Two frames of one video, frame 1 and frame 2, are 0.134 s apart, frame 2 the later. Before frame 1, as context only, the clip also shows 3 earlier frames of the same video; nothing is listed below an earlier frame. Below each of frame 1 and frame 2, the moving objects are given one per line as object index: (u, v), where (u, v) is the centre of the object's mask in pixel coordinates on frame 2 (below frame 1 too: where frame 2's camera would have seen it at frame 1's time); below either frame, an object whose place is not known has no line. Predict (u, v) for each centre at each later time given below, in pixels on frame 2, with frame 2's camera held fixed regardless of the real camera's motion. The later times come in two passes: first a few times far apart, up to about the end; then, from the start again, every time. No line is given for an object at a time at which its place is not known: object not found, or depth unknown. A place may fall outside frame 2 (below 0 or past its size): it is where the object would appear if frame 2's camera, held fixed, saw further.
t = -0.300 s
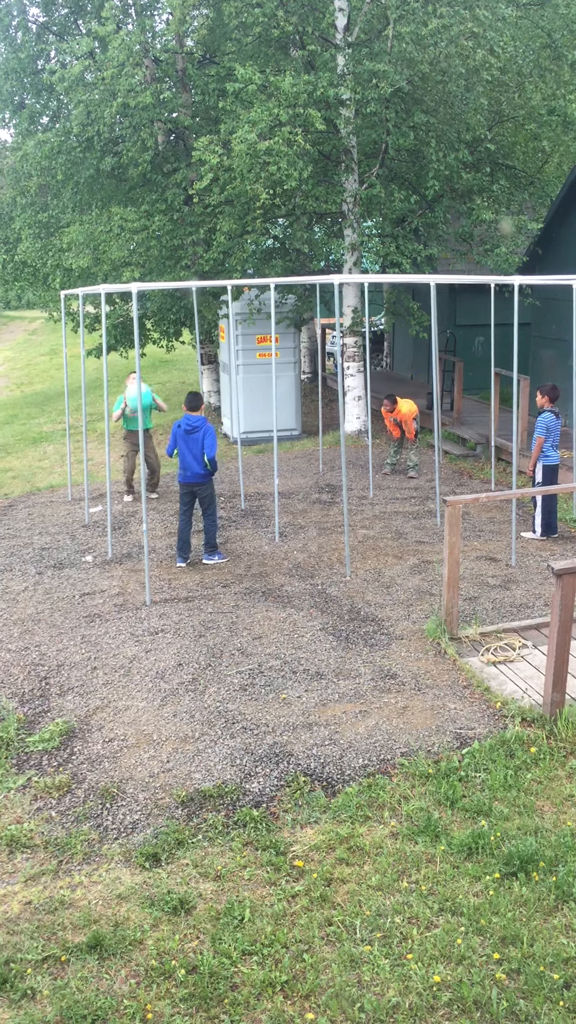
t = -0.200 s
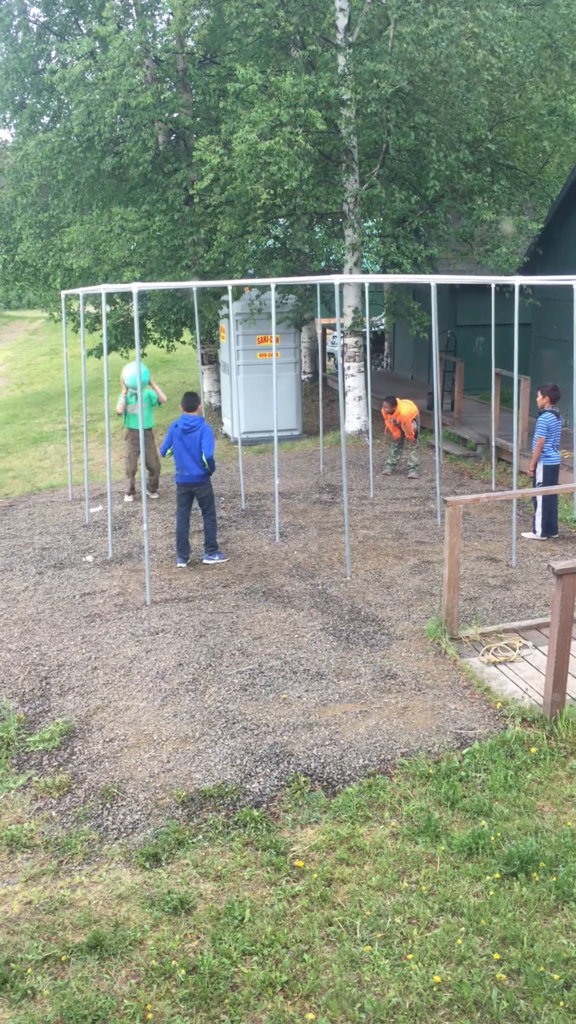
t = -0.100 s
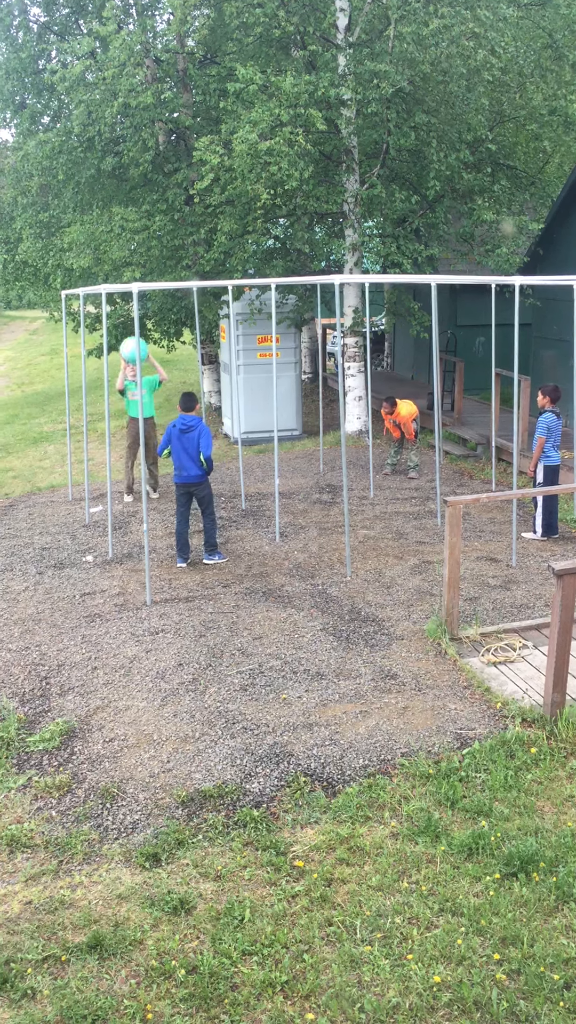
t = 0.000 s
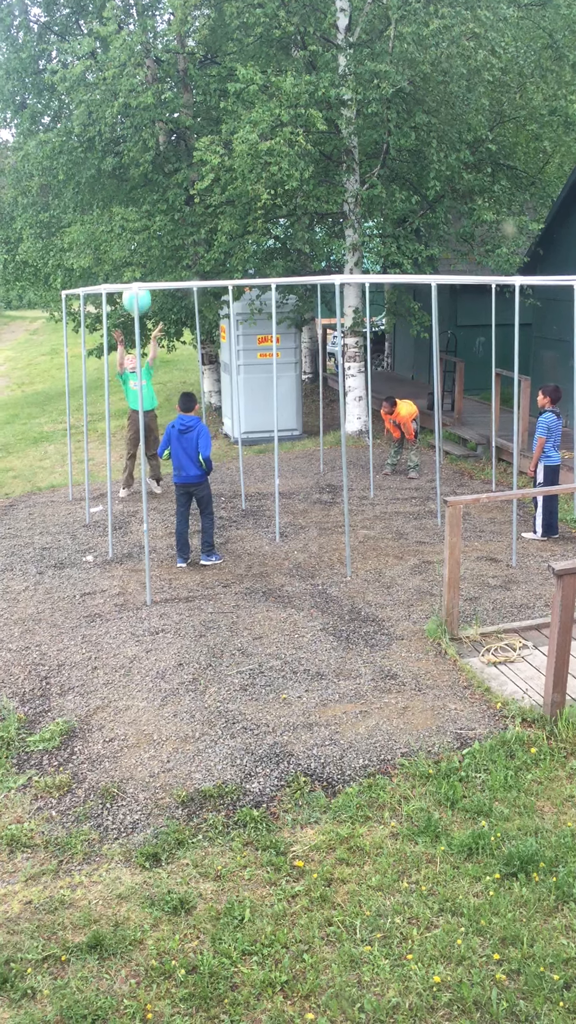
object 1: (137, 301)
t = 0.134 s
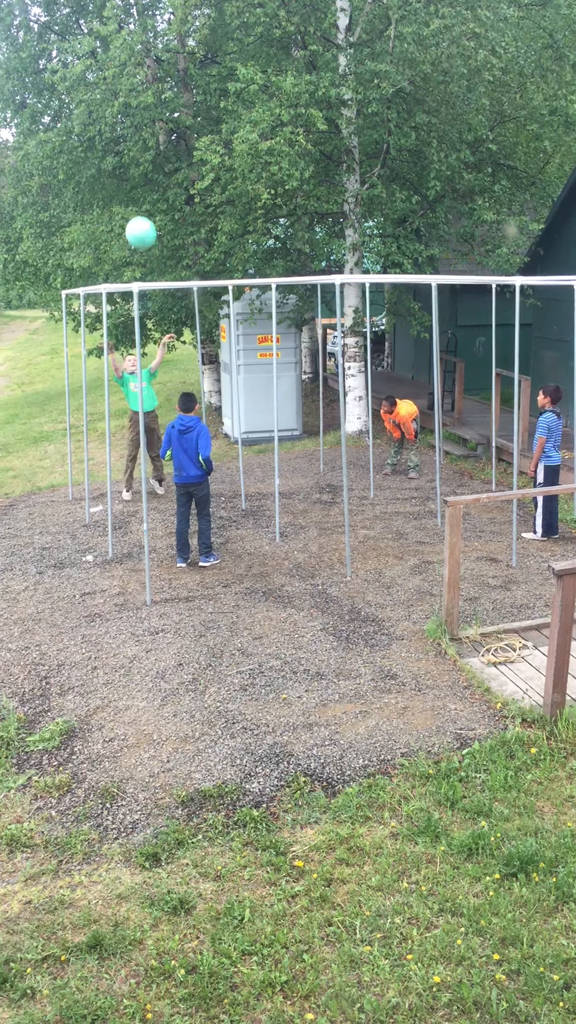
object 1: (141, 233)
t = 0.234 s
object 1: (144, 191)
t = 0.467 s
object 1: (155, 126)
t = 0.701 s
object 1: (168, 111)
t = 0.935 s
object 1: (183, 152)
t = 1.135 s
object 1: (197, 231)
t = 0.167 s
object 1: (142, 218)
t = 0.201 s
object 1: (143, 204)
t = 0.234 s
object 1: (144, 191)
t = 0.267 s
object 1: (146, 179)
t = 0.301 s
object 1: (147, 168)
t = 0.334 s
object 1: (149, 158)
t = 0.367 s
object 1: (150, 149)
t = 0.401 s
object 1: (152, 140)
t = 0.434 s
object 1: (153, 133)
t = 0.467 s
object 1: (155, 126)
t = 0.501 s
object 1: (156, 120)
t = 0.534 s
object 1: (158, 116)
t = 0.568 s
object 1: (160, 113)
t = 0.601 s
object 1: (161, 111)
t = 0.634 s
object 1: (164, 110)
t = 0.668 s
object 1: (165, 110)
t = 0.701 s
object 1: (168, 111)
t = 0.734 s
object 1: (170, 113)
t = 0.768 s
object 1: (172, 117)
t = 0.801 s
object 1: (174, 122)
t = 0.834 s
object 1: (176, 127)
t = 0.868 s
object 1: (178, 134)
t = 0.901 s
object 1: (181, 143)
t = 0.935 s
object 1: (183, 152)
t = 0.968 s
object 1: (185, 162)
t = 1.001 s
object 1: (188, 174)
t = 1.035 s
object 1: (190, 186)
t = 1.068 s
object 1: (192, 200)
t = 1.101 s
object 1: (194, 215)
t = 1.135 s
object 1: (197, 231)
